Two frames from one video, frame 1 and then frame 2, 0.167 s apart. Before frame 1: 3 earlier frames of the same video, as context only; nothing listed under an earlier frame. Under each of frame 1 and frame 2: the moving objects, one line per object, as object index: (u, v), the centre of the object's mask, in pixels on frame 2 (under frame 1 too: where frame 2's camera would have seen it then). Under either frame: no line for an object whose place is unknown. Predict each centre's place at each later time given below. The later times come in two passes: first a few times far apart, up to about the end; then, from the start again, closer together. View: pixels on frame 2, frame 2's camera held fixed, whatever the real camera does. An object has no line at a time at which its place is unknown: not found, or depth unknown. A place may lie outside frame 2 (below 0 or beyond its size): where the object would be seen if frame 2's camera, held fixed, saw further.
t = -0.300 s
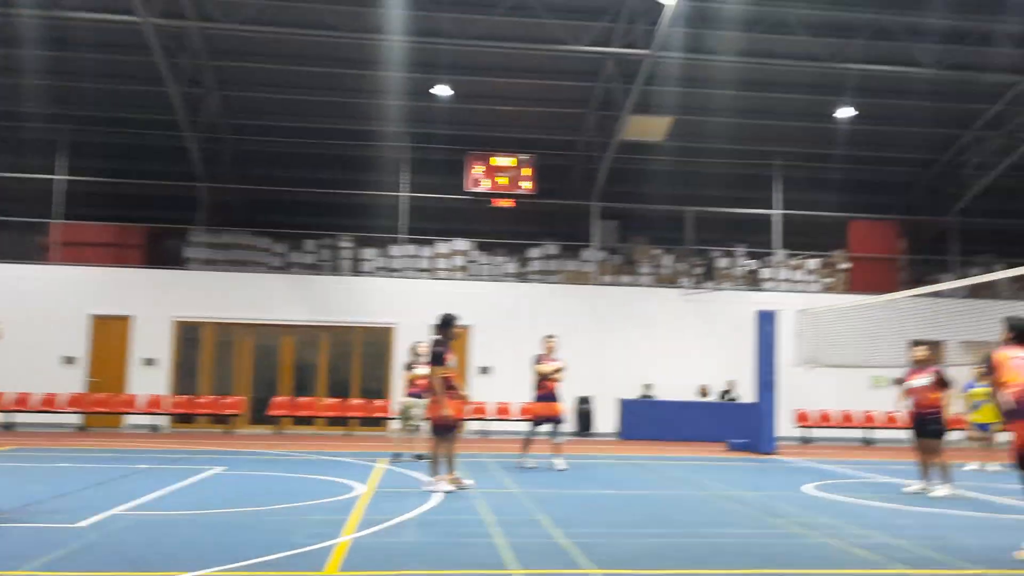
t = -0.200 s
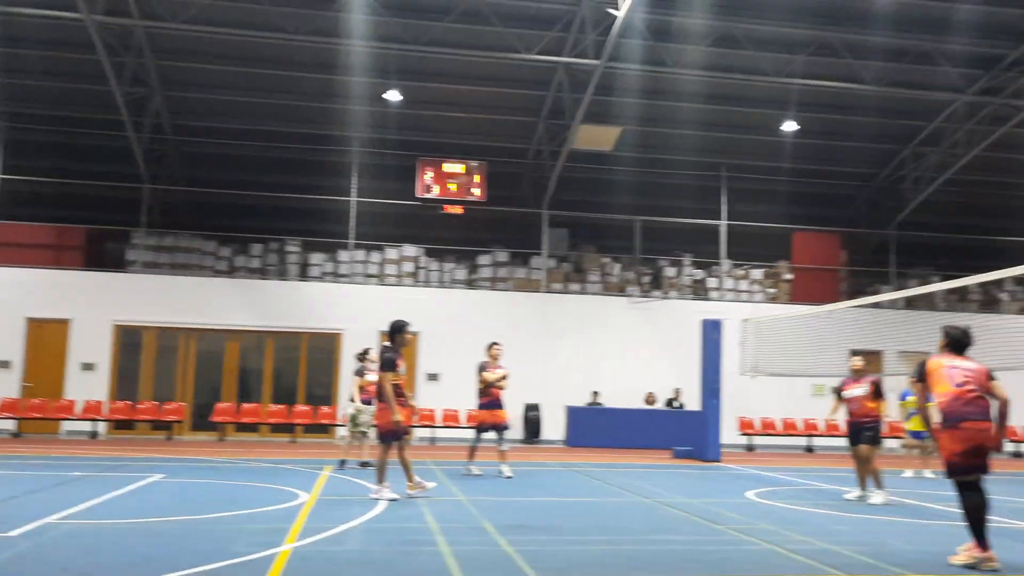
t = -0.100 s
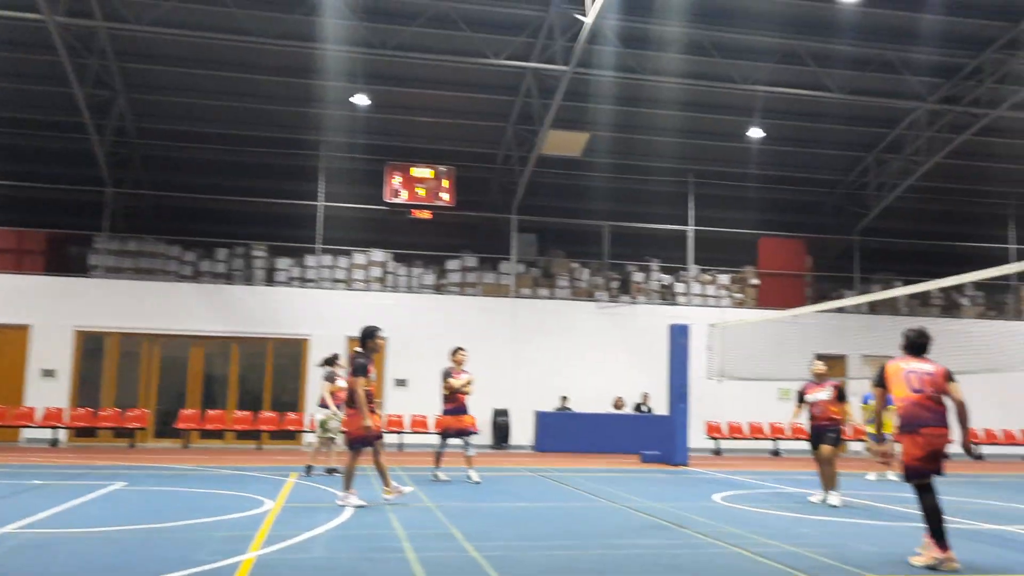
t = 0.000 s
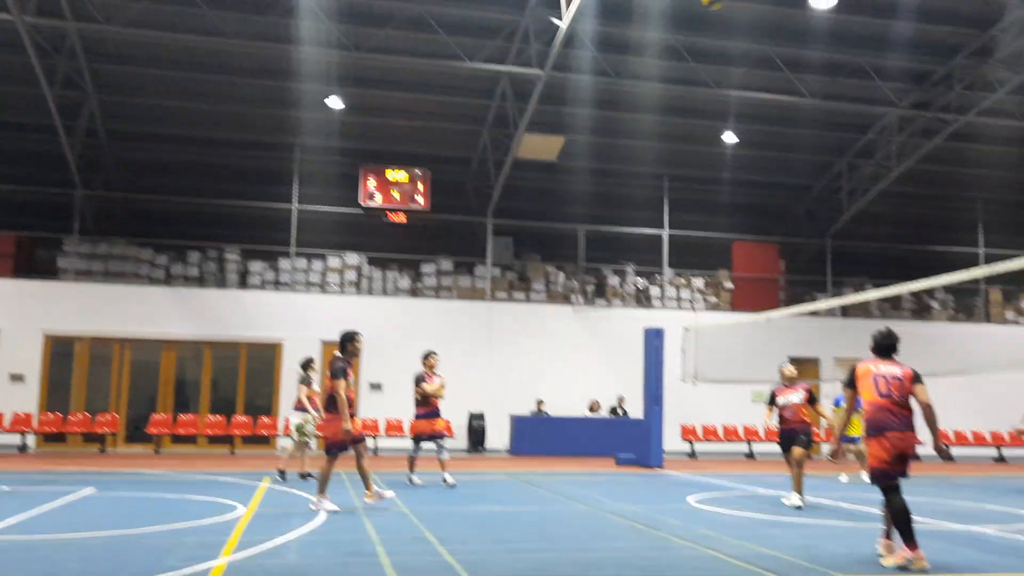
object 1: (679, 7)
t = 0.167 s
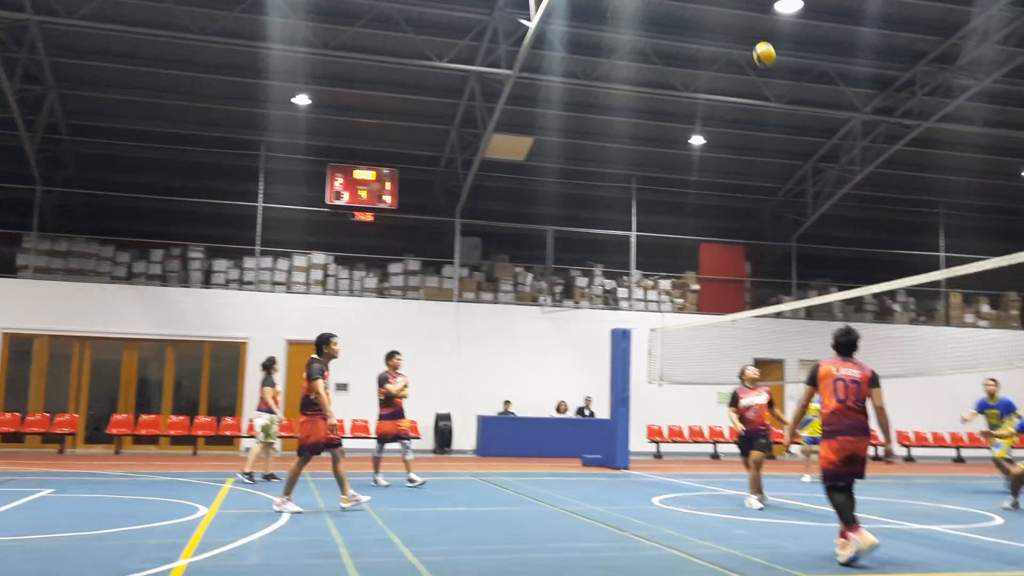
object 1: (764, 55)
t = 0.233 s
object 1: (796, 82)
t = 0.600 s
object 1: (948, 283)
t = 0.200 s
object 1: (780, 68)
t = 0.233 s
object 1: (796, 82)
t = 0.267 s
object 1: (810, 96)
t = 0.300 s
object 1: (825, 112)
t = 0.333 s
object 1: (841, 129)
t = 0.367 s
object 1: (855, 144)
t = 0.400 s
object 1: (869, 161)
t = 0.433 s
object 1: (882, 180)
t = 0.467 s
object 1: (896, 199)
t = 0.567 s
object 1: (934, 258)
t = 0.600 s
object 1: (948, 283)
